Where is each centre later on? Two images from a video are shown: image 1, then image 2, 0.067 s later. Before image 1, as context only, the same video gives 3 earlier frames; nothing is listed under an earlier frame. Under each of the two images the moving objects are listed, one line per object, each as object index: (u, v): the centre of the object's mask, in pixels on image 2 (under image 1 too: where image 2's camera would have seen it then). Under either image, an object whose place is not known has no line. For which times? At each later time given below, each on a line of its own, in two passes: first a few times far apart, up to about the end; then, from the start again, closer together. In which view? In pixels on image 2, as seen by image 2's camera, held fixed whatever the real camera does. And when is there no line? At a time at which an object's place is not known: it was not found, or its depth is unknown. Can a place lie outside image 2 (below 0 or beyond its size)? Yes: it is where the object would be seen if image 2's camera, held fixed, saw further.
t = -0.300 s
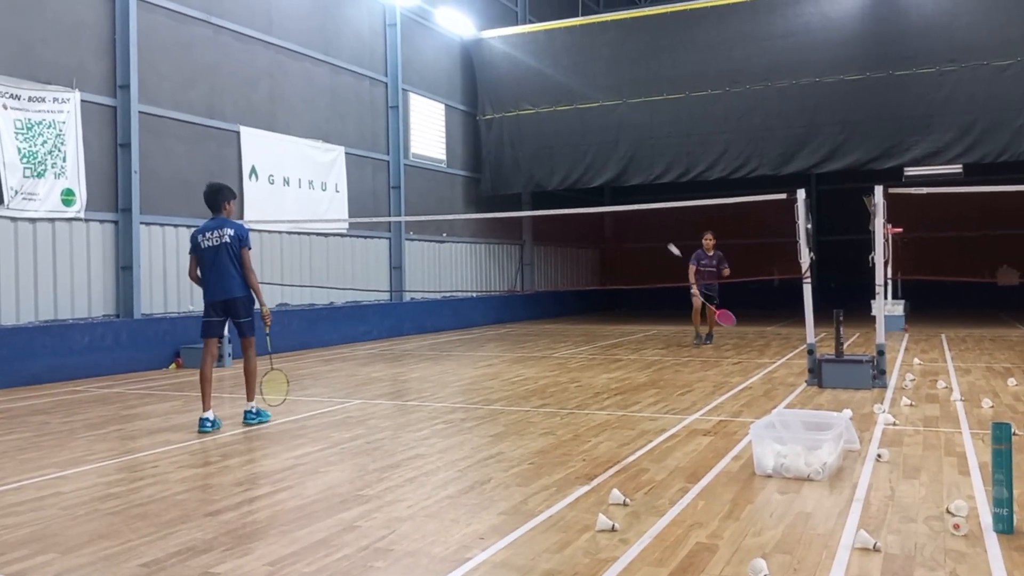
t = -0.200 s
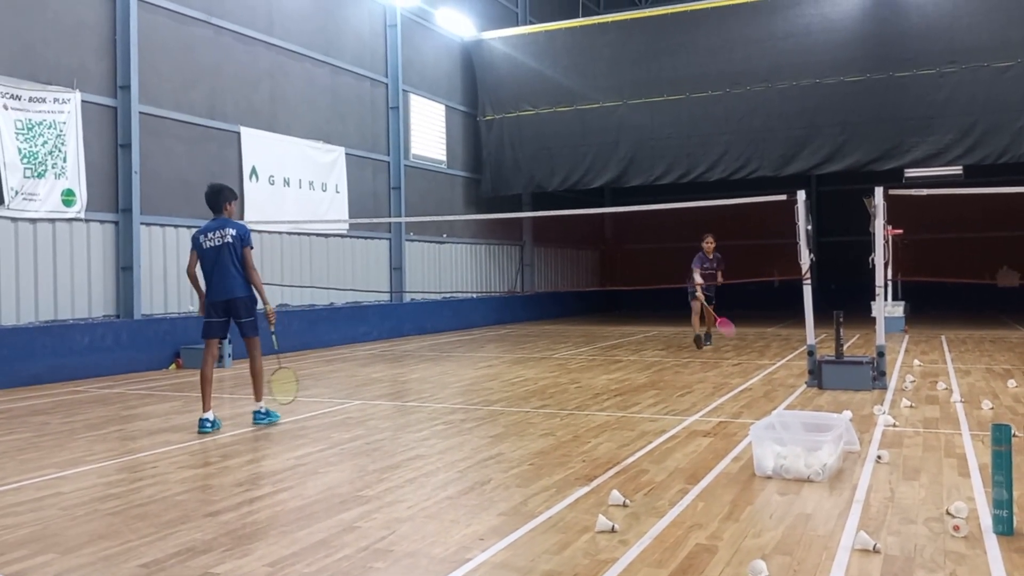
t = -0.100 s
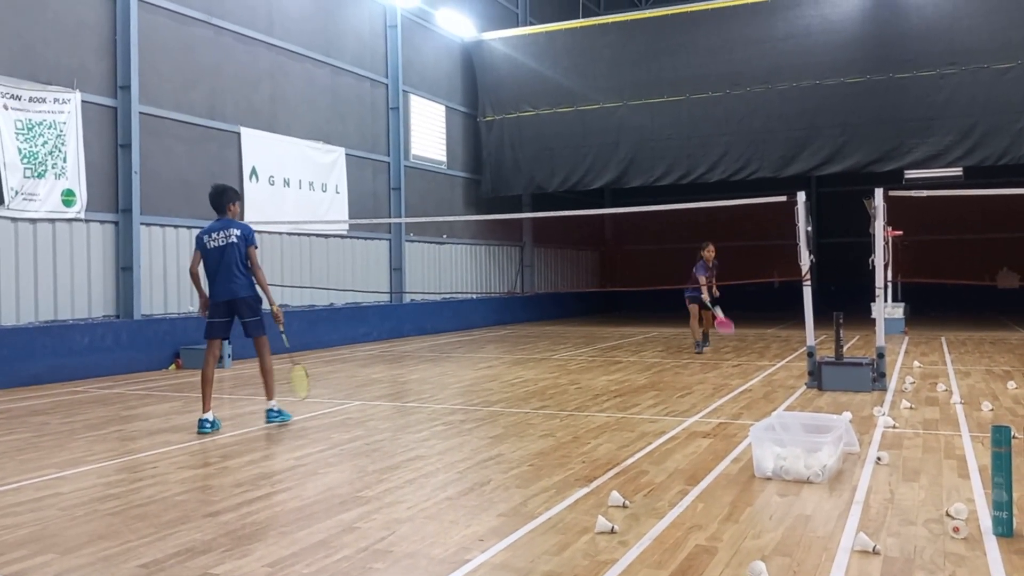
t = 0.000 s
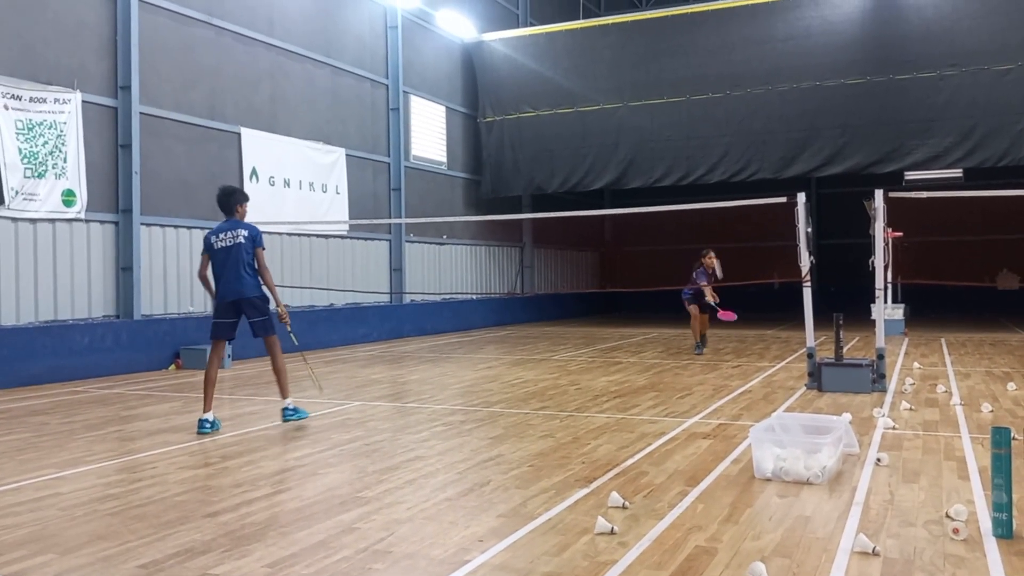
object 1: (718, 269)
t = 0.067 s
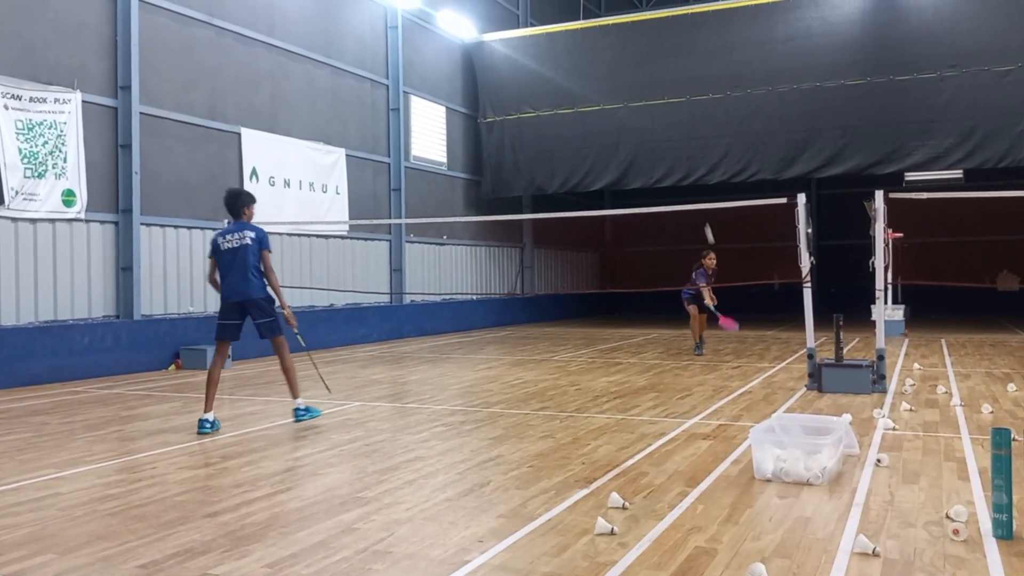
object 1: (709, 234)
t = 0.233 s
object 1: (694, 169)
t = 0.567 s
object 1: (664, 122)
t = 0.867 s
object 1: (634, 187)
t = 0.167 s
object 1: (699, 191)
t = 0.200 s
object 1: (696, 180)
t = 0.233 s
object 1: (694, 169)
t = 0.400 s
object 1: (680, 131)
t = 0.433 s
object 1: (676, 127)
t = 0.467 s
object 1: (674, 124)
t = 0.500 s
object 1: (671, 122)
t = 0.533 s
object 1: (668, 120)
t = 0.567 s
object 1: (664, 122)
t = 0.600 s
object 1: (661, 123)
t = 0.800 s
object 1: (641, 163)
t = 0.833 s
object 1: (638, 174)
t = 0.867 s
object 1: (634, 187)
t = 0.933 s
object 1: (628, 216)
